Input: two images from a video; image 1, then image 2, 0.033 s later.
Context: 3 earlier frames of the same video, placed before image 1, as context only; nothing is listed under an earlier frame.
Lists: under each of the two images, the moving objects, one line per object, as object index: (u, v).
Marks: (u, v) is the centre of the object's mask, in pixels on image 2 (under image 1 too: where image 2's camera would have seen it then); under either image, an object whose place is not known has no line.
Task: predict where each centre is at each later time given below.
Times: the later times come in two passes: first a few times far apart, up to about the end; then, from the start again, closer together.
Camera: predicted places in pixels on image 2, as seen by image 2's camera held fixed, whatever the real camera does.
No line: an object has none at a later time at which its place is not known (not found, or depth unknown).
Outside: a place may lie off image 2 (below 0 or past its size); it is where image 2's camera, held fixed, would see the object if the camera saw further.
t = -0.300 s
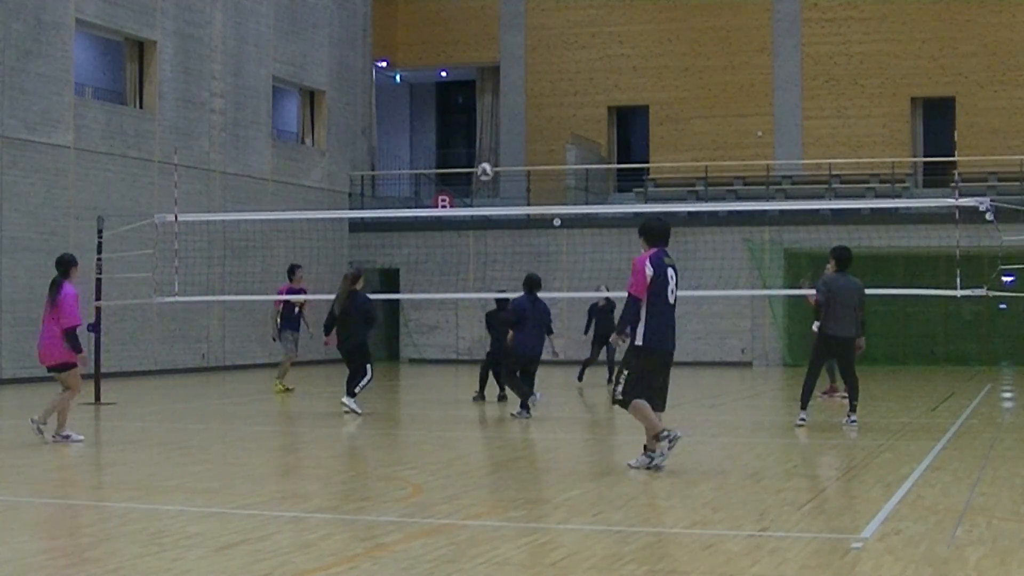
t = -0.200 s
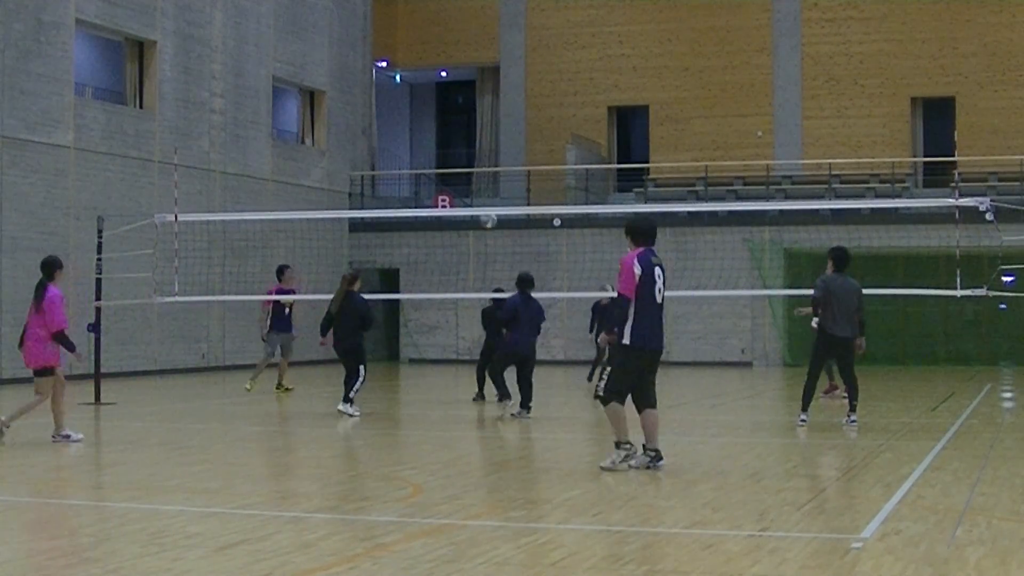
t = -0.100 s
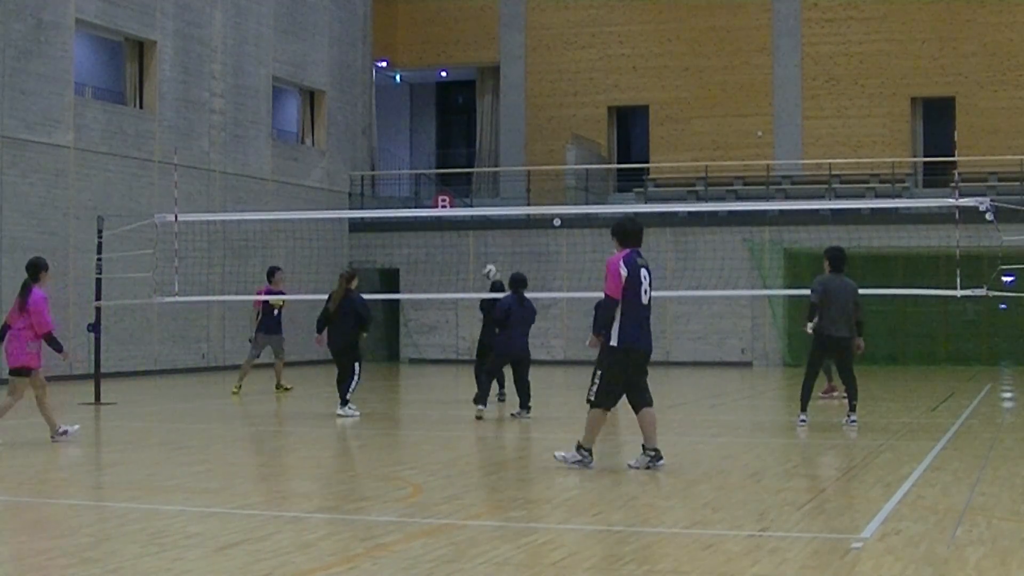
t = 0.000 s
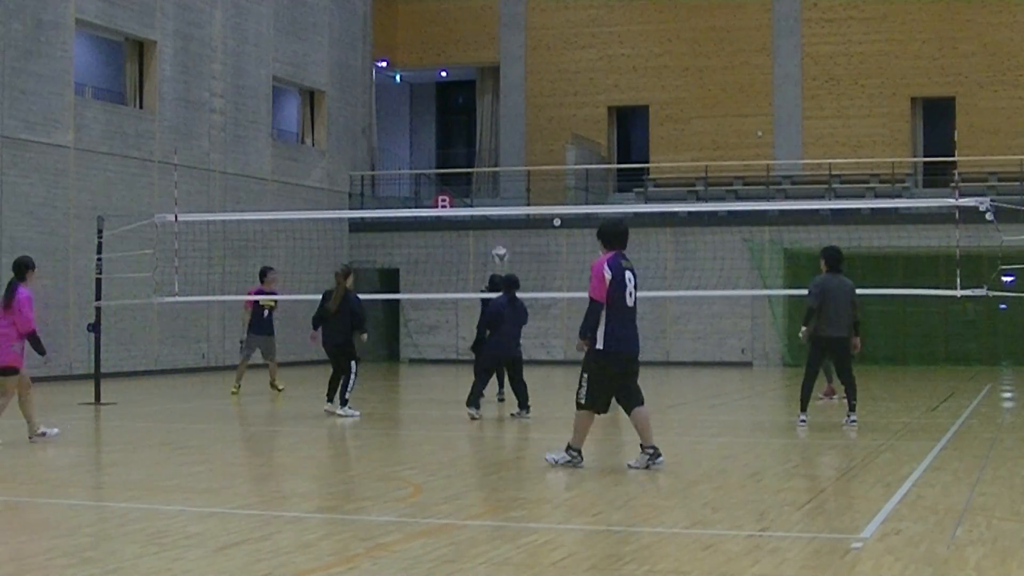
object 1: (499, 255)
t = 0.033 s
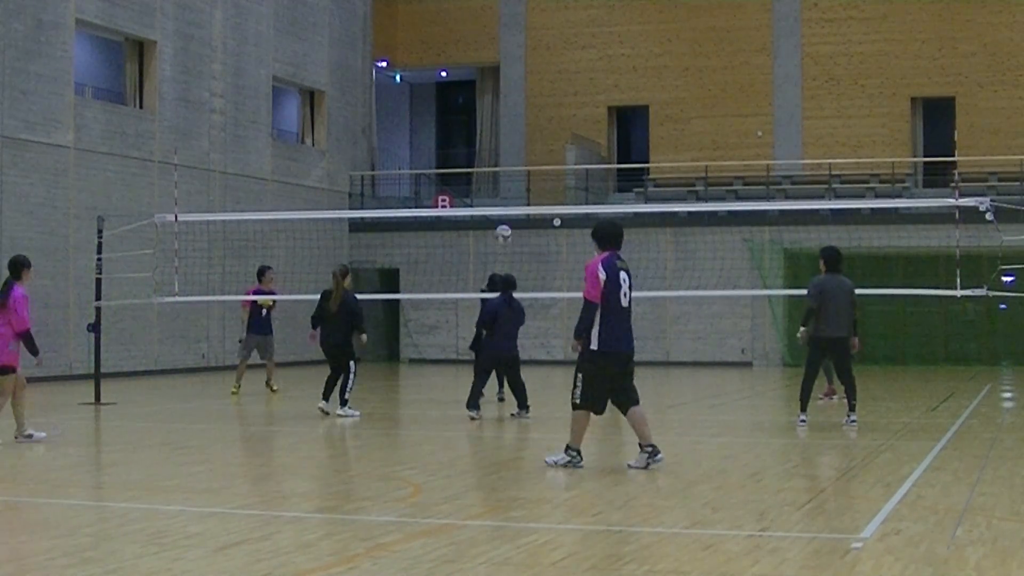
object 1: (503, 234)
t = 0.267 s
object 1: (530, 114)
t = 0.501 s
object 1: (557, 41)
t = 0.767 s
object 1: (587, 8)
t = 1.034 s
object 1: (618, 31)
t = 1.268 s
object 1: (644, 97)
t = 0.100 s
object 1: (511, 195)
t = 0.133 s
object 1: (516, 178)
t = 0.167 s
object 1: (519, 160)
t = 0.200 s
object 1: (522, 144)
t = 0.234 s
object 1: (526, 129)
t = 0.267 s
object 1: (530, 114)
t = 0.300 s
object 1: (534, 101)
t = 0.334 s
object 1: (538, 89)
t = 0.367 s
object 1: (541, 78)
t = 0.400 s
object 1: (546, 67)
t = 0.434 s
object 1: (549, 58)
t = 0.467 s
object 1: (554, 48)
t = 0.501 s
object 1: (557, 41)
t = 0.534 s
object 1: (561, 33)
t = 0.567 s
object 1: (564, 28)
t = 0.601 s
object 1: (569, 23)
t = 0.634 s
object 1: (572, 18)
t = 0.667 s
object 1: (576, 14)
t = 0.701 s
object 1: (580, 11)
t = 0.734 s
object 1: (584, 9)
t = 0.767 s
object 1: (587, 8)
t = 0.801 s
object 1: (592, 8)
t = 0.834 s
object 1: (595, 9)
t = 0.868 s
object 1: (599, 10)
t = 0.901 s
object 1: (603, 12)
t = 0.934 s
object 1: (606, 16)
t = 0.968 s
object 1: (610, 20)
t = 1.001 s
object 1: (614, 25)
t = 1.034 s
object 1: (618, 31)
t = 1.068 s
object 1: (622, 37)
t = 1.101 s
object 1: (625, 44)
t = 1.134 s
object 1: (629, 54)
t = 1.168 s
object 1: (633, 63)
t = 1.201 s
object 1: (636, 73)
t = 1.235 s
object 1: (640, 84)
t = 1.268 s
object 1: (644, 97)
